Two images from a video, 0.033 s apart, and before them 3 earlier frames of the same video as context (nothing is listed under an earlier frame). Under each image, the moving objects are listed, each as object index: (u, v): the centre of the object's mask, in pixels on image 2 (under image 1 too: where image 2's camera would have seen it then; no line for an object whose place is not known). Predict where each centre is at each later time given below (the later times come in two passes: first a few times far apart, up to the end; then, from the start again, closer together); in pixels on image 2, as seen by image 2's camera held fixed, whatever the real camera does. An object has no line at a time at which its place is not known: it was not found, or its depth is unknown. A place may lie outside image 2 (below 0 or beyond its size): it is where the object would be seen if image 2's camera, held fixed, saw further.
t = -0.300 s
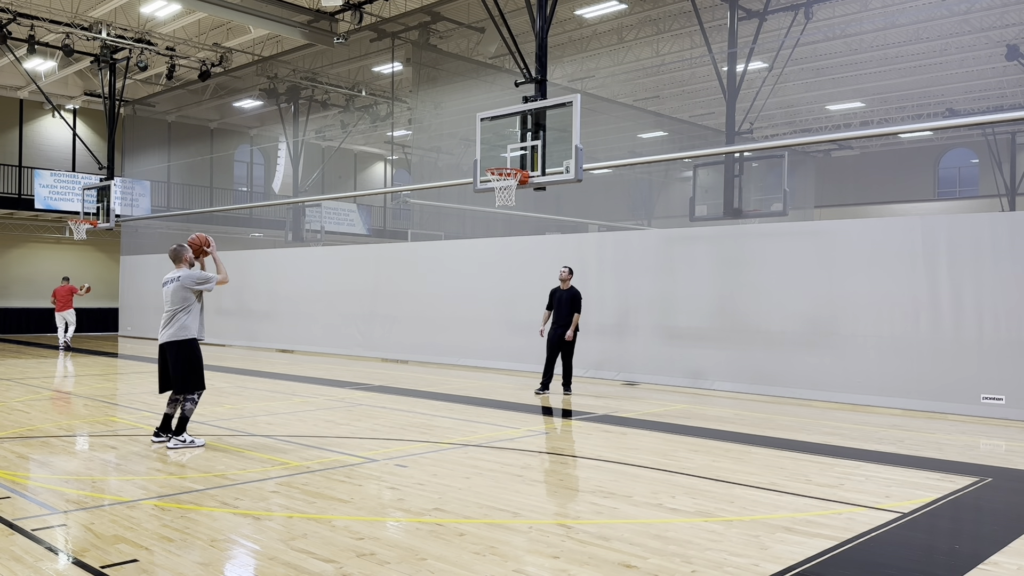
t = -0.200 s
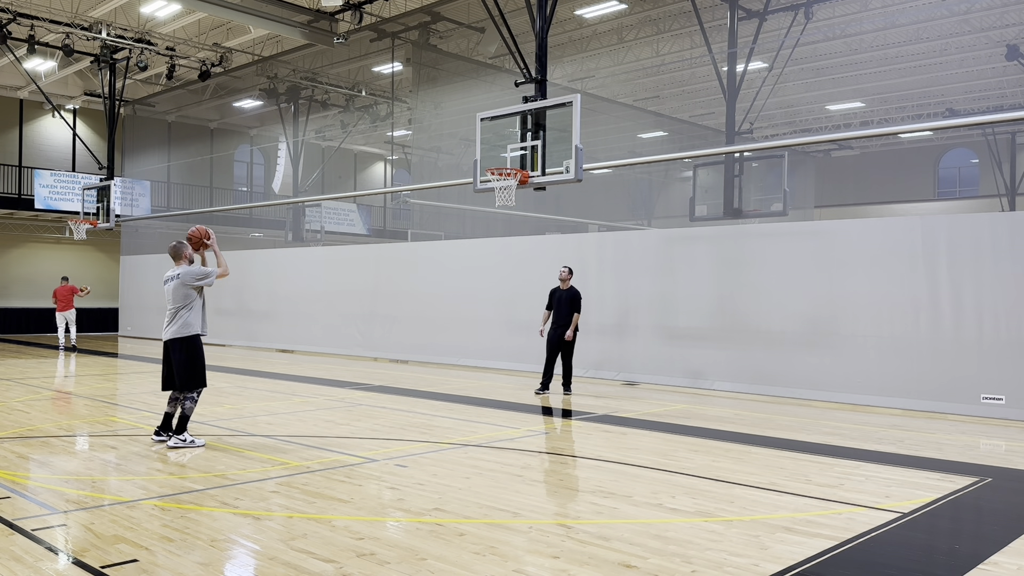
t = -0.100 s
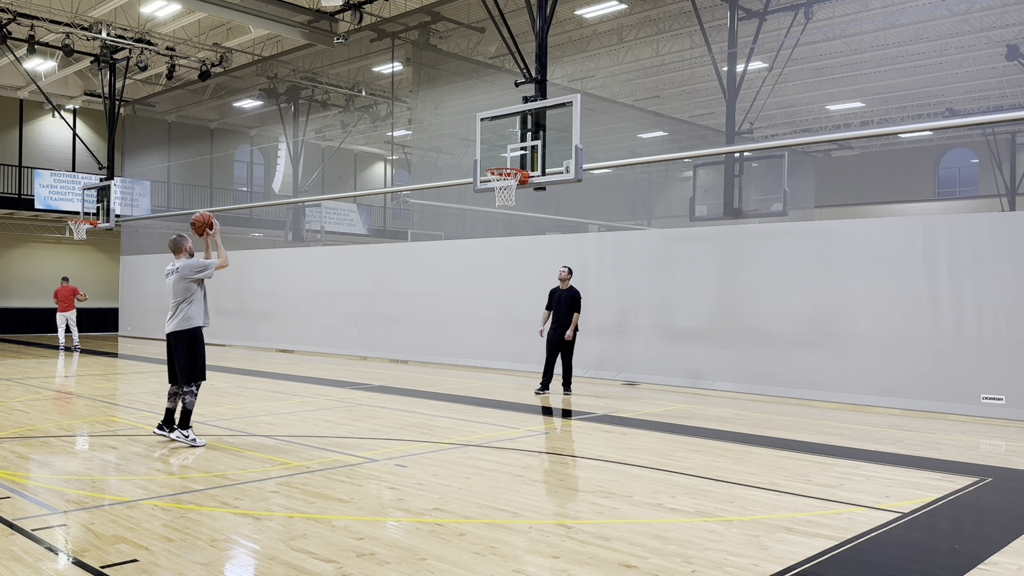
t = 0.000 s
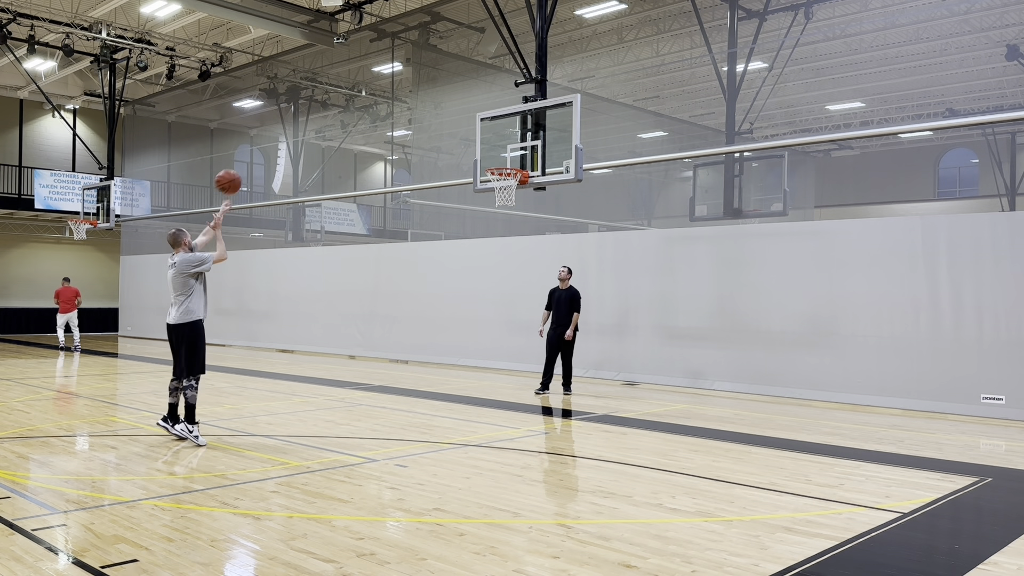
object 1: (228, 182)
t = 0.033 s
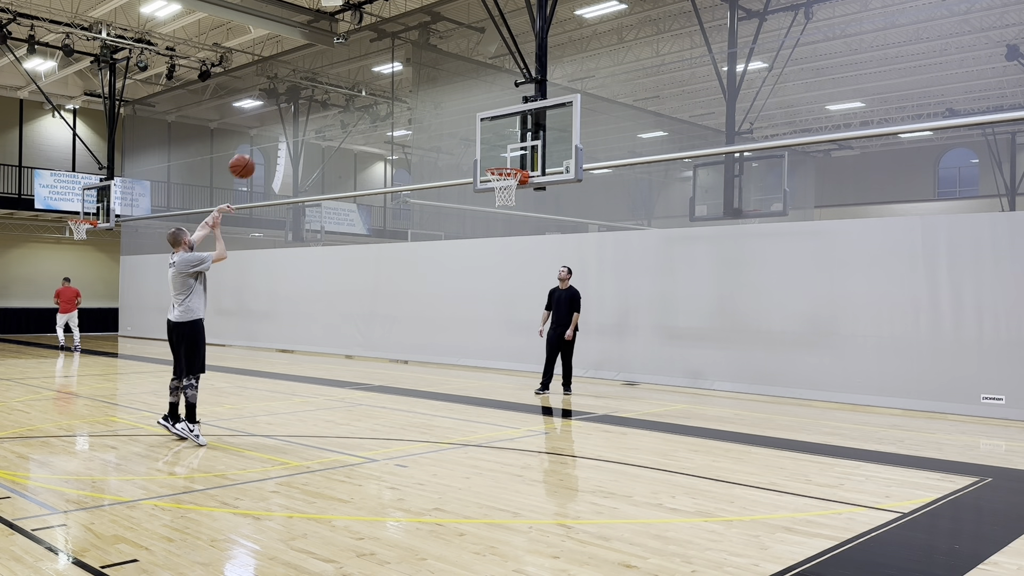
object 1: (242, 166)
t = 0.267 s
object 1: (327, 97)
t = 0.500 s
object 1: (397, 83)
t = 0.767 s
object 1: (463, 121)
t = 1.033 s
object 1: (511, 195)
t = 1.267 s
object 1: (527, 235)
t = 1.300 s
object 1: (529, 244)
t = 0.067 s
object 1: (255, 153)
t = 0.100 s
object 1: (268, 140)
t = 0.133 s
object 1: (280, 129)
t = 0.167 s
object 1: (292, 119)
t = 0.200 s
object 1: (304, 110)
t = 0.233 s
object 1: (316, 103)
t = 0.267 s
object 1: (327, 97)
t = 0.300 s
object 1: (338, 92)
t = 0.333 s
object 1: (348, 88)
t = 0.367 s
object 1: (359, 85)
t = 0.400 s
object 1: (369, 83)
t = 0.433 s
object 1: (378, 82)
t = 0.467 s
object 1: (388, 82)
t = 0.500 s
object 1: (397, 83)
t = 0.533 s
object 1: (406, 85)
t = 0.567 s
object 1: (415, 88)
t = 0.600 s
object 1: (423, 91)
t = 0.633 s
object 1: (432, 96)
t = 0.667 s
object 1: (440, 101)
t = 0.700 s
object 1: (448, 107)
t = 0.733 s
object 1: (456, 114)
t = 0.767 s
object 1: (463, 121)
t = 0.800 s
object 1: (471, 129)
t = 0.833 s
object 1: (478, 138)
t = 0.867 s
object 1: (485, 147)
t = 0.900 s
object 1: (492, 157)
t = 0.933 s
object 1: (499, 164)
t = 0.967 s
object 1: (505, 177)
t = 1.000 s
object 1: (509, 188)
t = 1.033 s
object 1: (511, 195)
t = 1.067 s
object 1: (515, 196)
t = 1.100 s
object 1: (517, 200)
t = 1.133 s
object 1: (519, 205)
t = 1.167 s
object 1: (521, 211)
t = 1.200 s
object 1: (523, 219)
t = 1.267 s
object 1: (527, 235)
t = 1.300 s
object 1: (529, 244)
